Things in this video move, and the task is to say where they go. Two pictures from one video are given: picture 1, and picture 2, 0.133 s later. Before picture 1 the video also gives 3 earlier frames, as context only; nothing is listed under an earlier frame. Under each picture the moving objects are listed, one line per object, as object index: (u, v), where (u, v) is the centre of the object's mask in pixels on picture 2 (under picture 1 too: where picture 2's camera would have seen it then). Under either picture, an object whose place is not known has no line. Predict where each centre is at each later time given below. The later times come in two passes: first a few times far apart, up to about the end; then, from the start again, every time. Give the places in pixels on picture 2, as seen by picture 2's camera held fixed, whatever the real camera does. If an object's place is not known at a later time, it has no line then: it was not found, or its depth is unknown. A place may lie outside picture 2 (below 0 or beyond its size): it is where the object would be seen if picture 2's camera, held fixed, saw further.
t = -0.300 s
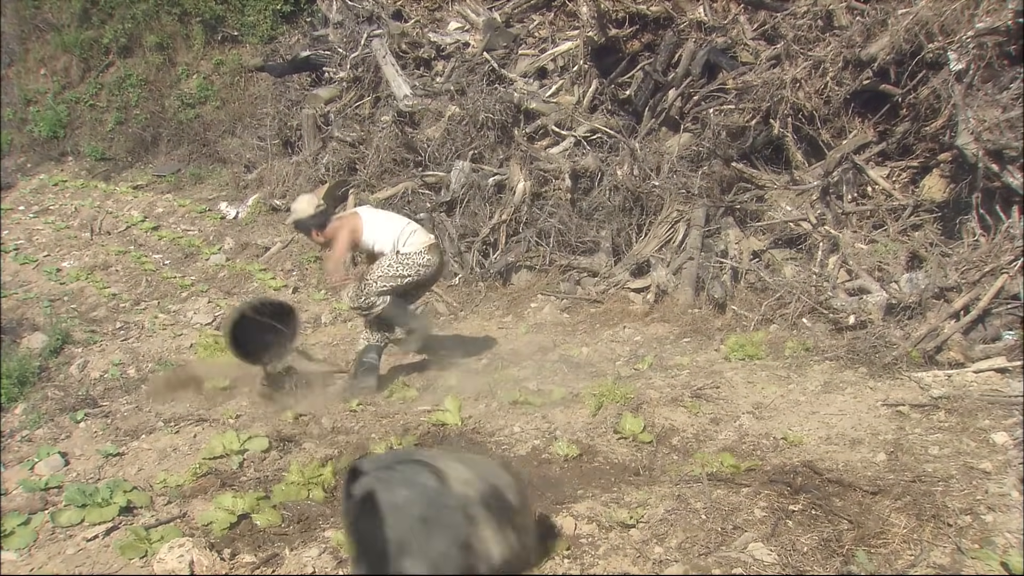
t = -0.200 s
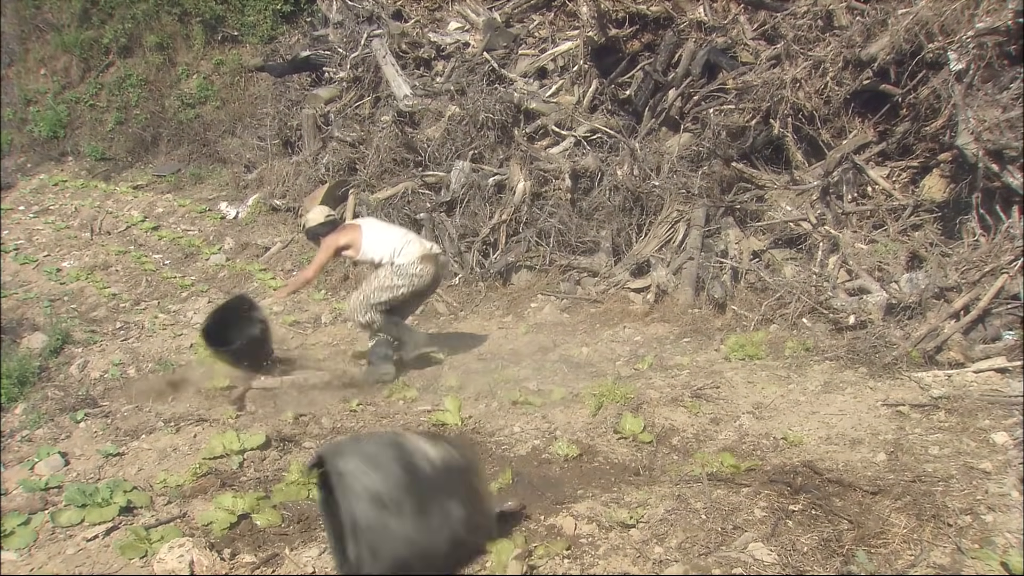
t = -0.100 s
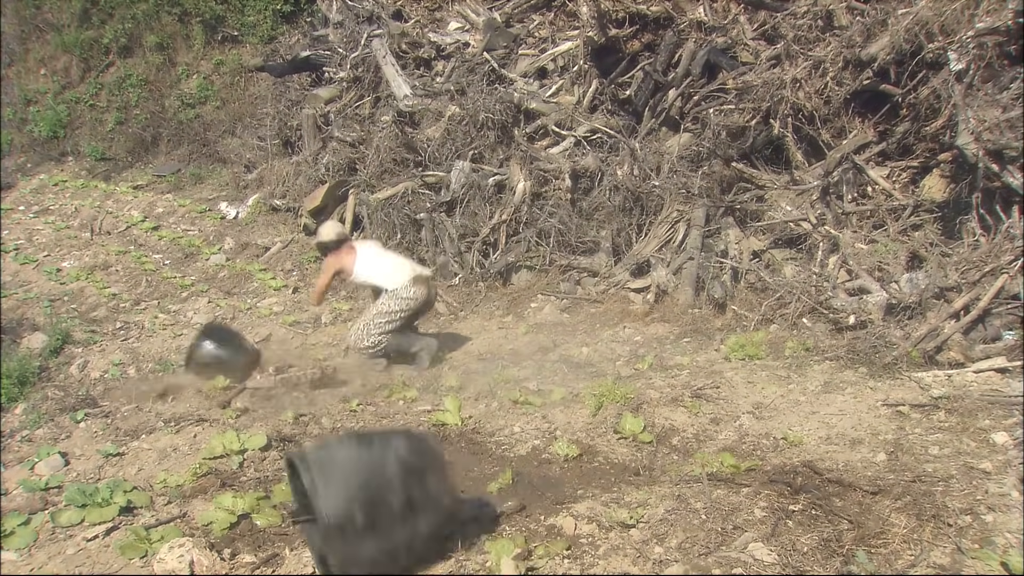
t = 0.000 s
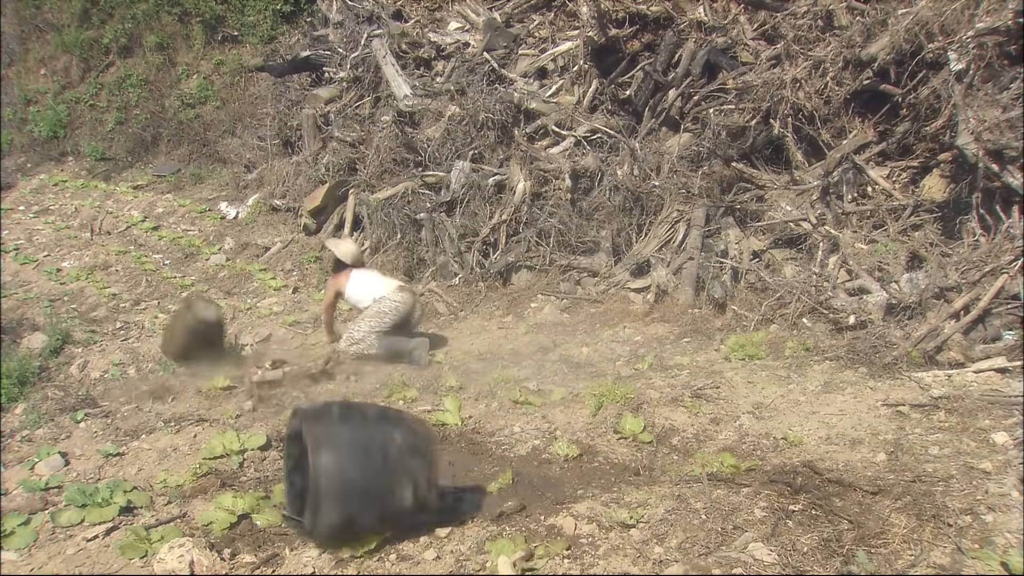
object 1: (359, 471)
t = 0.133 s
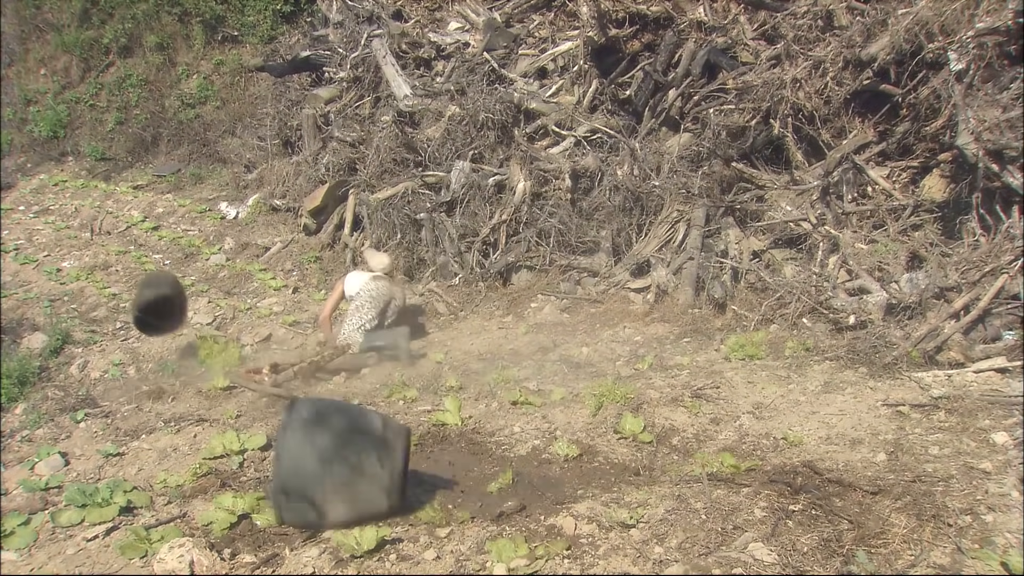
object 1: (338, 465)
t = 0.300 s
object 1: (323, 448)
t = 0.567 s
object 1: (306, 378)
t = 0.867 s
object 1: (280, 373)
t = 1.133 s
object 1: (256, 342)
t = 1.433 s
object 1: (237, 367)
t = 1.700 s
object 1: (214, 344)
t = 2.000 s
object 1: (183, 332)
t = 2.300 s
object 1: (144, 329)
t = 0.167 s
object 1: (332, 460)
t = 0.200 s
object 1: (328, 457)
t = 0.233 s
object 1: (324, 458)
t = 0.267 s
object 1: (322, 457)
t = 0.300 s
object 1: (323, 448)
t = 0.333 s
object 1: (318, 423)
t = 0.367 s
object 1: (314, 407)
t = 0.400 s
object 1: (310, 395)
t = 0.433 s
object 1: (308, 386)
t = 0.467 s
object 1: (307, 379)
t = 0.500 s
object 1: (306, 375)
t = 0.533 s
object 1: (306, 375)
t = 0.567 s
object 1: (306, 378)
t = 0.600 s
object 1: (304, 382)
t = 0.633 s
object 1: (302, 388)
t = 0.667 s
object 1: (301, 399)
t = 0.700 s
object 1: (298, 406)
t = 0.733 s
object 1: (295, 411)
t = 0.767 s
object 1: (291, 410)
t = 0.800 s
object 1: (286, 402)
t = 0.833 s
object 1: (282, 388)
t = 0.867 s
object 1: (280, 373)
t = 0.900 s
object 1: (277, 358)
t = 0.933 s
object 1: (274, 348)
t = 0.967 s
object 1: (271, 341)
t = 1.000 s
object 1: (268, 336)
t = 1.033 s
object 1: (266, 336)
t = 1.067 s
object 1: (262, 334)
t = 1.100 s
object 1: (260, 335)
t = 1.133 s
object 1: (256, 342)
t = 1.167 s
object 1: (254, 346)
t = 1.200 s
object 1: (254, 352)
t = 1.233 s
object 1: (254, 362)
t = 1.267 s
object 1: (253, 372)
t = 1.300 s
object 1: (252, 376)
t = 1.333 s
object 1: (249, 376)
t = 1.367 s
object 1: (243, 369)
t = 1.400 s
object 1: (240, 367)
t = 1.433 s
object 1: (237, 367)
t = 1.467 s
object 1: (233, 367)
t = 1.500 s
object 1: (229, 365)
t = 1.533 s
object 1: (228, 361)
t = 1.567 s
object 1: (225, 355)
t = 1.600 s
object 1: (223, 352)
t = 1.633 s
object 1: (221, 346)
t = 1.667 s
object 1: (217, 343)
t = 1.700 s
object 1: (214, 344)
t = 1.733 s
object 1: (212, 346)
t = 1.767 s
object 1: (210, 349)
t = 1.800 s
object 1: (208, 349)
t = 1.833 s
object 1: (206, 346)
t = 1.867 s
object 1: (202, 342)
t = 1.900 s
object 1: (197, 339)
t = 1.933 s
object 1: (193, 337)
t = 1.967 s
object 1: (190, 337)
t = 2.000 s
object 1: (183, 332)
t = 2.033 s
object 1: (177, 331)
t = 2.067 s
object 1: (170, 329)
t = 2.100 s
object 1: (166, 332)
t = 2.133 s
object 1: (162, 335)
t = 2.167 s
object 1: (161, 343)
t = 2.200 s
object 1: (156, 343)
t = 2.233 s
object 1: (153, 340)
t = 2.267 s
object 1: (148, 333)
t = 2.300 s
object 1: (144, 329)
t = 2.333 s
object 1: (139, 324)
